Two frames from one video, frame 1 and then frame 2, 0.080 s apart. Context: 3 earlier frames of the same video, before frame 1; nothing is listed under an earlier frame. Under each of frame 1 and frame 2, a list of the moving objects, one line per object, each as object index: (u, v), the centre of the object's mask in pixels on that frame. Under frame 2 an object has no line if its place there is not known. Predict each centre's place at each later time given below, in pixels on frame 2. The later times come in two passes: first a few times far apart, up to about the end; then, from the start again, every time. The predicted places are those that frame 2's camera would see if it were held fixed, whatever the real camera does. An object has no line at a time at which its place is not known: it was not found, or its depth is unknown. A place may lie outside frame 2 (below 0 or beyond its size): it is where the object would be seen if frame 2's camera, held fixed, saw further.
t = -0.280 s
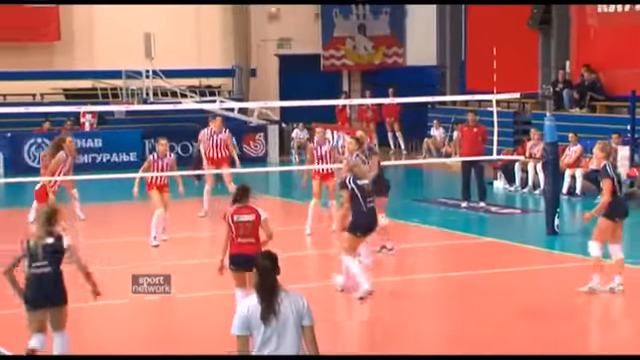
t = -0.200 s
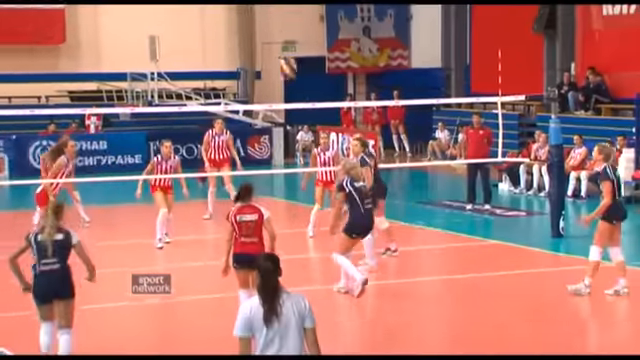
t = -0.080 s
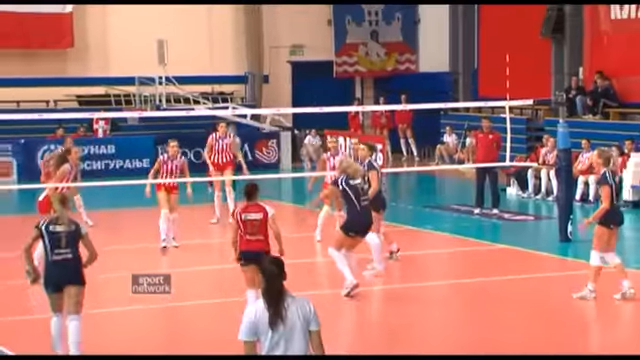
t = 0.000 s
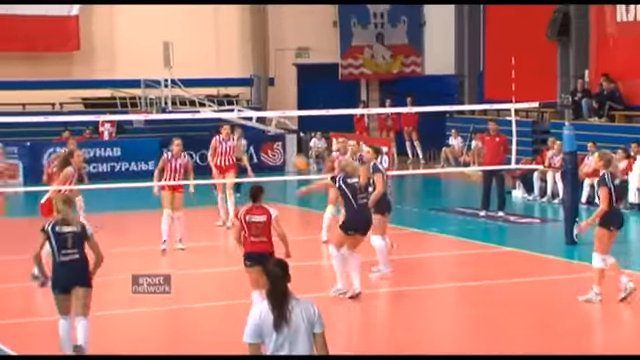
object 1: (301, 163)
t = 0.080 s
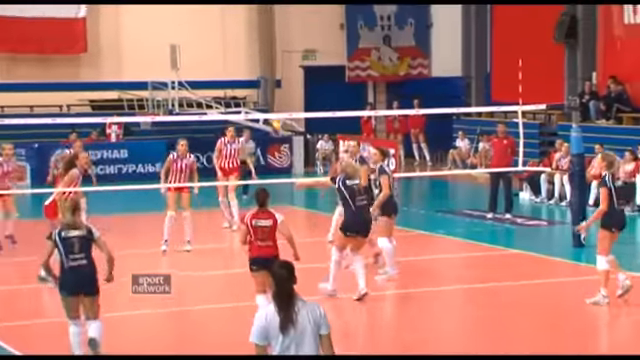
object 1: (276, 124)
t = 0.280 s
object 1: (206, 58)
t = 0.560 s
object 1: (118, 21)
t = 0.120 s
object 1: (259, 109)
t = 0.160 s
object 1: (245, 97)
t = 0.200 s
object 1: (232, 83)
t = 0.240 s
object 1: (218, 69)
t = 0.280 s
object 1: (206, 58)
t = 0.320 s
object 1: (193, 51)
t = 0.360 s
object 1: (179, 44)
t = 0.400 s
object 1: (166, 36)
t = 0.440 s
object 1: (154, 31)
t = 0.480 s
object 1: (140, 24)
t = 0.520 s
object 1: (133, 22)
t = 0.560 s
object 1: (118, 21)
